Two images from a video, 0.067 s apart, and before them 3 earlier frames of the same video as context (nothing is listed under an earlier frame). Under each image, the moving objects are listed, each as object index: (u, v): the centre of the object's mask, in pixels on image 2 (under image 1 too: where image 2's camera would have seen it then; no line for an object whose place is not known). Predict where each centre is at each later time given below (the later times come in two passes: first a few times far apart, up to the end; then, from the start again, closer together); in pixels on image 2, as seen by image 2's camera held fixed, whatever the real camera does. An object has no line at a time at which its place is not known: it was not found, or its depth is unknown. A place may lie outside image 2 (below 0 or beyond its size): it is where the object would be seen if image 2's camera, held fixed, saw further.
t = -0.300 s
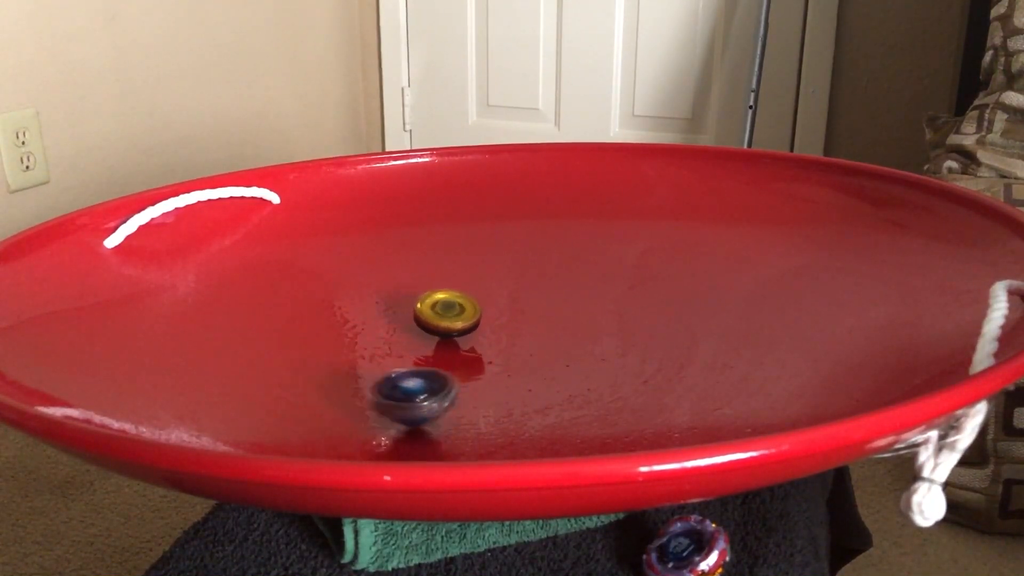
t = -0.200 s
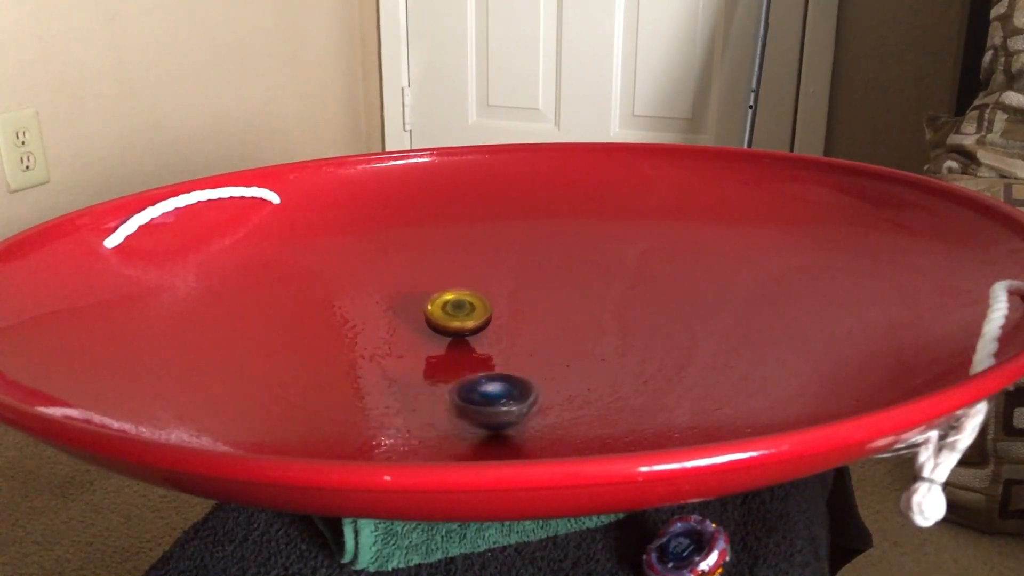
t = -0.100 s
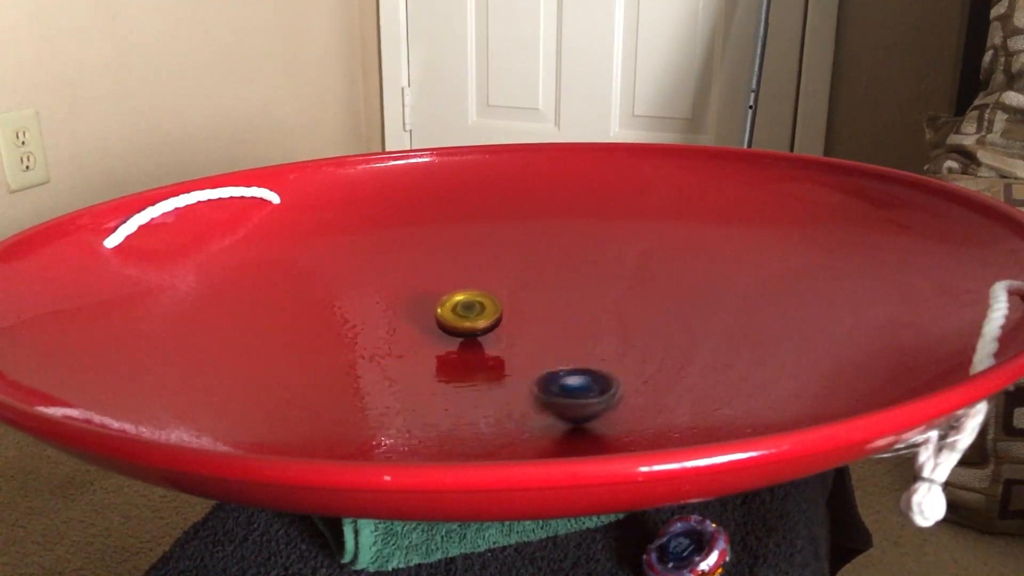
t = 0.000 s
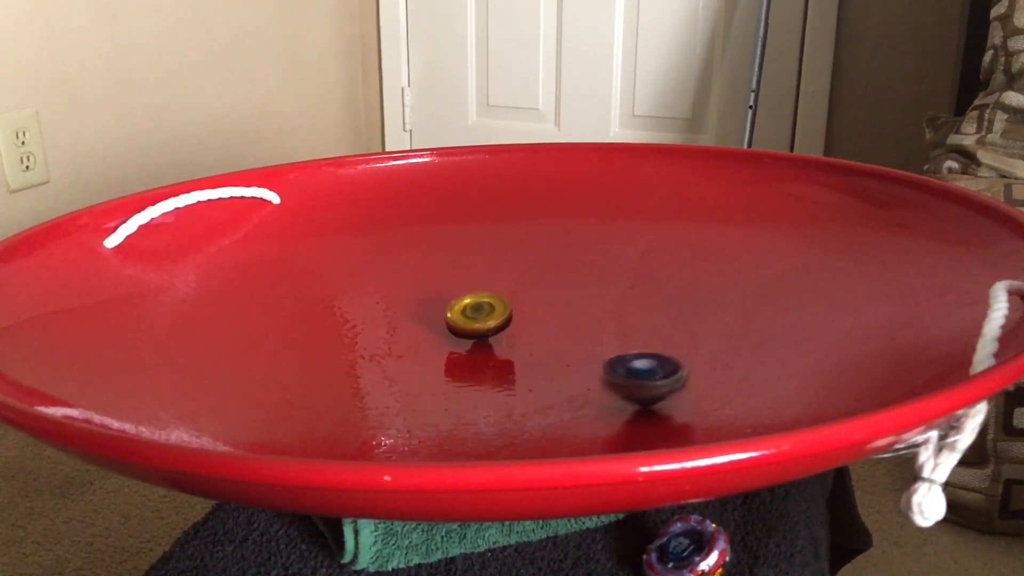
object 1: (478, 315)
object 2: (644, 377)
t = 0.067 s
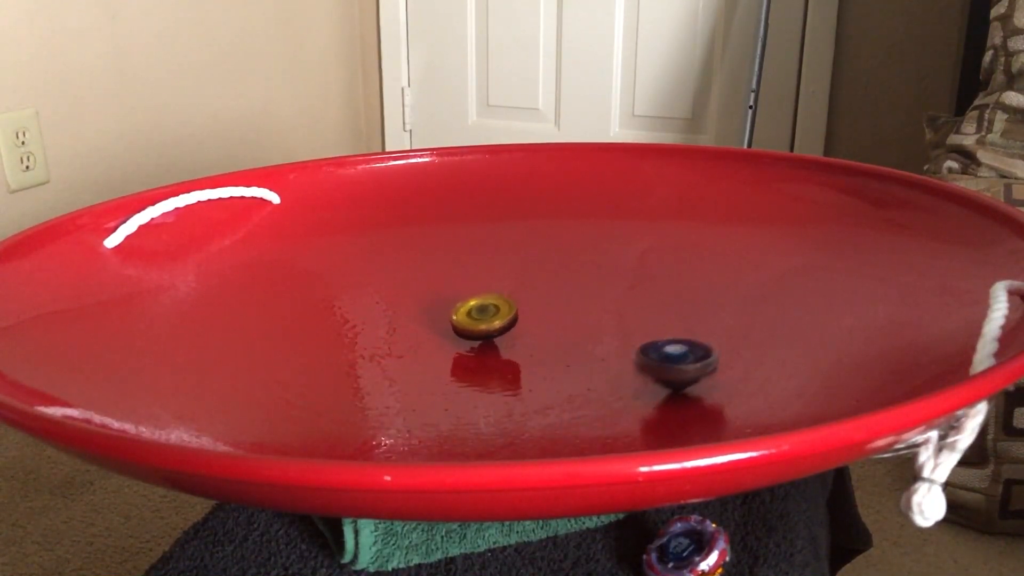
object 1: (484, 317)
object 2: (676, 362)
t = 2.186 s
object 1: (487, 318)
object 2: (626, 294)
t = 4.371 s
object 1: (489, 324)
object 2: (511, 270)
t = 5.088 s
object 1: (436, 335)
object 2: (239, 349)
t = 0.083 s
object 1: (485, 317)
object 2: (682, 358)
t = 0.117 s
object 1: (487, 318)
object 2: (691, 350)
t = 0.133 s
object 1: (489, 319)
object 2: (695, 346)
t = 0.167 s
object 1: (491, 320)
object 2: (699, 337)
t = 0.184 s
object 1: (492, 321)
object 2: (699, 333)
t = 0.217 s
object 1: (493, 322)
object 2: (699, 324)
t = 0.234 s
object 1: (494, 323)
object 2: (696, 320)
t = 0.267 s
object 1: (495, 324)
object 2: (691, 313)
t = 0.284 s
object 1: (496, 324)
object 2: (687, 309)
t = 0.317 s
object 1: (497, 326)
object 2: (677, 302)
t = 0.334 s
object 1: (497, 327)
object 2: (671, 299)
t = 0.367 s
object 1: (497, 328)
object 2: (658, 293)
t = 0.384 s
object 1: (497, 329)
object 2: (652, 290)
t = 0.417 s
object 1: (496, 330)
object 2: (637, 285)
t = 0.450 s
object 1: (496, 331)
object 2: (620, 280)
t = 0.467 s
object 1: (495, 332)
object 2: (611, 278)
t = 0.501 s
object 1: (494, 333)
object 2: (594, 275)
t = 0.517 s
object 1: (492, 334)
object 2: (584, 274)
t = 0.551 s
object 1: (490, 335)
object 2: (565, 271)
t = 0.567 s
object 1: (489, 336)
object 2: (556, 270)
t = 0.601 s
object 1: (486, 337)
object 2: (536, 268)
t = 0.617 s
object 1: (484, 337)
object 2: (527, 267)
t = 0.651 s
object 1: (482, 338)
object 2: (506, 266)
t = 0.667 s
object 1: (480, 339)
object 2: (496, 265)
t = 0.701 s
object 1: (476, 340)
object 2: (476, 265)
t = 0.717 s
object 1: (474, 340)
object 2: (466, 265)
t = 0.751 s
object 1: (470, 341)
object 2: (445, 265)
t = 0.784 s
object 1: (466, 341)
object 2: (425, 265)
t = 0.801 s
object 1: (464, 342)
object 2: (415, 266)
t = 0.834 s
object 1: (460, 342)
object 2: (396, 268)
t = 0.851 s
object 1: (457, 342)
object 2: (386, 268)
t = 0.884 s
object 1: (454, 342)
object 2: (367, 271)
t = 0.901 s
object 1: (451, 342)
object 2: (356, 272)
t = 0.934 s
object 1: (448, 342)
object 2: (337, 275)
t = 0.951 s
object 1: (446, 341)
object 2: (329, 276)
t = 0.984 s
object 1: (442, 341)
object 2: (311, 279)
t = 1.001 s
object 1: (441, 341)
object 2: (303, 281)
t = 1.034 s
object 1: (438, 340)
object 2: (286, 286)
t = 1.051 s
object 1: (436, 339)
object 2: (278, 288)
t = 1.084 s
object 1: (433, 338)
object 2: (264, 293)
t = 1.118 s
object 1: (431, 337)
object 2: (250, 298)
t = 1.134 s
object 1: (429, 336)
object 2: (244, 301)
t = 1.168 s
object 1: (428, 335)
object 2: (233, 308)
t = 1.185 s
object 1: (427, 334)
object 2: (229, 311)
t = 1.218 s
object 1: (425, 333)
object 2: (221, 318)
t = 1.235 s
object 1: (425, 332)
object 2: (218, 322)
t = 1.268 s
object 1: (424, 331)
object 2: (214, 329)
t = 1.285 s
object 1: (424, 330)
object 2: (214, 334)
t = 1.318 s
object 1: (423, 328)
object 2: (215, 342)
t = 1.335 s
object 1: (423, 328)
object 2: (216, 346)
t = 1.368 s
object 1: (423, 326)
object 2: (222, 354)
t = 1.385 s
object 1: (424, 326)
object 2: (227, 358)
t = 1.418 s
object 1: (424, 324)
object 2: (239, 366)
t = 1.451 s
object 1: (425, 323)
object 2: (255, 374)
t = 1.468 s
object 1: (426, 322)
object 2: (263, 378)
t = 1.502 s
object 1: (427, 321)
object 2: (284, 385)
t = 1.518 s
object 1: (428, 320)
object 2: (296, 387)
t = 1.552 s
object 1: (430, 319)
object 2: (322, 392)
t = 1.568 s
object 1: (431, 318)
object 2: (334, 395)
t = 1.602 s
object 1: (433, 317)
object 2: (363, 397)
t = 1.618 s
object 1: (435, 317)
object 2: (380, 398)
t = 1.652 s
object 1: (437, 316)
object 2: (409, 398)
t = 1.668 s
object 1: (439, 315)
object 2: (423, 398)
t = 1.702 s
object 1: (442, 315)
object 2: (452, 396)
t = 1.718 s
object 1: (443, 315)
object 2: (466, 394)
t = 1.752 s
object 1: (446, 314)
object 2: (494, 391)
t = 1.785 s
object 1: (450, 314)
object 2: (520, 386)
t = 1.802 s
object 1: (451, 314)
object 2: (532, 383)
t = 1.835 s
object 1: (454, 313)
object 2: (553, 377)
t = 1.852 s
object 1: (456, 313)
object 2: (564, 374)
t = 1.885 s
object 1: (460, 313)
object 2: (581, 367)
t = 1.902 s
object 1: (462, 313)
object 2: (589, 363)
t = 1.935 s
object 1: (465, 313)
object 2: (603, 355)
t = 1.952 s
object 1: (466, 313)
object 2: (608, 350)
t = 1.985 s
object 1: (470, 314)
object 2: (618, 342)
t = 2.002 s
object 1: (472, 314)
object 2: (622, 338)
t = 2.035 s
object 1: (475, 315)
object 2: (628, 330)
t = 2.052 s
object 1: (476, 315)
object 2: (630, 326)
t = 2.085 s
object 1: (479, 316)
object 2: (632, 317)
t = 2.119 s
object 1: (482, 316)
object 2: (632, 309)
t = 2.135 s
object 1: (483, 317)
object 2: (631, 305)
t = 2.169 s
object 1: (486, 318)
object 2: (628, 298)
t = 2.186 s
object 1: (487, 318)
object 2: (626, 294)
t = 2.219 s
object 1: (489, 319)
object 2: (620, 287)
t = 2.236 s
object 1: (490, 319)
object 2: (617, 284)
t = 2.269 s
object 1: (491, 321)
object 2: (609, 277)
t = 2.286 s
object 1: (492, 321)
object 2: (604, 274)
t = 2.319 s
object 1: (493, 322)
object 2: (594, 269)
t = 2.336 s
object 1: (494, 323)
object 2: (589, 266)
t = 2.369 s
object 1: (495, 325)
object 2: (577, 261)
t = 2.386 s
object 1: (495, 325)
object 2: (570, 259)
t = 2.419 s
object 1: (495, 327)
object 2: (556, 255)
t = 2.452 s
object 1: (496, 328)
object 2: (542, 251)
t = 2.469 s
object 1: (495, 329)
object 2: (534, 249)
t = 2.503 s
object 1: (495, 330)
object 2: (518, 247)
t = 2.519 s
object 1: (494, 330)
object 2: (509, 246)
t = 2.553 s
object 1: (492, 332)
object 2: (492, 245)
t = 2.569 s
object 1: (492, 332)
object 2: (484, 245)
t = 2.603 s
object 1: (489, 334)
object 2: (467, 245)
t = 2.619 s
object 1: (488, 334)
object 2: (458, 245)
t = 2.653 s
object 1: (486, 335)
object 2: (440, 246)
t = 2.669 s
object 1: (484, 336)
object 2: (431, 246)
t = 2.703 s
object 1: (481, 337)
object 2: (412, 248)
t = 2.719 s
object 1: (479, 337)
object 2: (404, 250)
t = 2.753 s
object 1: (476, 338)
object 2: (387, 253)
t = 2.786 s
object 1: (472, 339)
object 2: (371, 257)
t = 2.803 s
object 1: (470, 339)
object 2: (362, 259)
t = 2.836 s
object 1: (466, 339)
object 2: (346, 264)
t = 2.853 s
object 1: (464, 340)
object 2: (339, 267)
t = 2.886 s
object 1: (460, 340)
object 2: (326, 273)
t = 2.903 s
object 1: (458, 339)
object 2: (319, 276)
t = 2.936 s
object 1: (454, 340)
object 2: (307, 283)
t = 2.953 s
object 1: (452, 339)
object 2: (303, 286)
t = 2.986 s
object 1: (449, 339)
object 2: (295, 294)
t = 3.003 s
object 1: (447, 339)
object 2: (291, 297)
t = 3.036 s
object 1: (443, 338)
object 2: (285, 306)
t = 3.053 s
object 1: (442, 338)
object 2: (283, 310)
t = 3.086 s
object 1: (439, 337)
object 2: (281, 318)
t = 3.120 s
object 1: (436, 337)
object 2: (282, 327)
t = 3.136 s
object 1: (434, 336)
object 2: (283, 331)
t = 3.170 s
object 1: (432, 335)
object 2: (287, 340)
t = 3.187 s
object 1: (430, 334)
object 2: (290, 344)
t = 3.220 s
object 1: (428, 333)
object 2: (298, 352)
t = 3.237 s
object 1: (427, 333)
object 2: (303, 356)
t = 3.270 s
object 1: (426, 331)
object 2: (315, 364)
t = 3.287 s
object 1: (426, 331)
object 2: (321, 367)
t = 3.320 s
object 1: (425, 329)
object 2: (336, 374)
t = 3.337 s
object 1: (424, 328)
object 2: (345, 377)
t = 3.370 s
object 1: (424, 327)
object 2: (364, 383)
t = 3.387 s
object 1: (424, 327)
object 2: (374, 385)
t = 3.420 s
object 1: (424, 325)
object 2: (396, 389)
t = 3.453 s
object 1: (425, 324)
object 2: (419, 393)
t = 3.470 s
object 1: (425, 323)
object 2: (430, 395)
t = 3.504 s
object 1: (427, 322)
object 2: (455, 396)
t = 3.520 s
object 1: (428, 321)
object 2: (468, 397)
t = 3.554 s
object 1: (429, 320)
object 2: (495, 398)
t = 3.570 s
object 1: (430, 319)
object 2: (508, 397)
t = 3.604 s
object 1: (432, 318)
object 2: (533, 395)
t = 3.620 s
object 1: (434, 318)
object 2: (546, 394)
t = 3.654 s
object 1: (436, 317)
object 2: (570, 390)
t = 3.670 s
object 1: (437, 316)
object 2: (582, 388)
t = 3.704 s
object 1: (440, 315)
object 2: (604, 382)
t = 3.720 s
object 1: (441, 315)
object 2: (613, 380)
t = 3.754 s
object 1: (444, 314)
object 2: (631, 373)
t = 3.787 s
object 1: (447, 314)
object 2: (646, 367)
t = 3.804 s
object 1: (449, 314)
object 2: (653, 363)
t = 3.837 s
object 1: (452, 314)
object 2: (665, 355)
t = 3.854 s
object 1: (454, 313)
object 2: (669, 351)
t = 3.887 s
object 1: (457, 313)
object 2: (675, 344)
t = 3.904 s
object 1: (459, 313)
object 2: (677, 339)
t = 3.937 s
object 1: (462, 313)
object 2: (679, 332)
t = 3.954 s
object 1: (464, 313)
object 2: (678, 328)
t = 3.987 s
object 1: (467, 314)
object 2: (675, 320)
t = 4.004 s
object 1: (469, 314)
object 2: (672, 316)
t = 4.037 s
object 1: (472, 315)
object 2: (665, 309)
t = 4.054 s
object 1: (473, 315)
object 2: (660, 306)
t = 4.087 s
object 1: (476, 315)
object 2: (650, 300)
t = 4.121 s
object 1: (478, 316)
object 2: (637, 294)
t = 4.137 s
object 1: (479, 316)
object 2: (630, 291)
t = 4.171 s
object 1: (481, 317)
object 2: (616, 287)
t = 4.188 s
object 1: (482, 317)
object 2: (608, 285)
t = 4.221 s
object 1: (484, 318)
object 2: (592, 281)
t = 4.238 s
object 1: (485, 319)
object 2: (584, 279)
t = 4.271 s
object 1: (486, 320)
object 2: (567, 276)
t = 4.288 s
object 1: (487, 321)
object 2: (558, 275)
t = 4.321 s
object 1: (487, 322)
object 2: (540, 272)
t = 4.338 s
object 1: (488, 323)
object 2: (530, 271)
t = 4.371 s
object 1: (489, 324)
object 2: (511, 270)
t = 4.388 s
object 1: (489, 324)
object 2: (502, 269)
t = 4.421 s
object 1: (489, 325)
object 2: (483, 269)
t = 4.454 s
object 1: (488, 327)
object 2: (465, 268)
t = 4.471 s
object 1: (488, 328)
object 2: (455, 268)
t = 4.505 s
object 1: (487, 329)
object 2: (435, 268)
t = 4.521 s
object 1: (487, 330)
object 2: (427, 268)
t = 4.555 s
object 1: (485, 331)
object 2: (408, 270)
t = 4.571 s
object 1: (485, 331)
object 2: (398, 270)
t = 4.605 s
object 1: (483, 333)
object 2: (380, 272)
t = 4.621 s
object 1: (482, 333)
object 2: (372, 273)
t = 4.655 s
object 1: (479, 334)
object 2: (354, 275)
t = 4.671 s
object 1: (478, 334)
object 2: (344, 277)
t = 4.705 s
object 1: (475, 335)
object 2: (328, 280)
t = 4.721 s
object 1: (473, 336)
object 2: (320, 281)
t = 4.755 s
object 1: (470, 336)
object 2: (304, 285)
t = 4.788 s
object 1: (467, 337)
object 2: (289, 290)
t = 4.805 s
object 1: (465, 337)
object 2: (282, 292)
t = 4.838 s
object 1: (461, 338)
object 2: (269, 297)
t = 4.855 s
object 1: (459, 338)
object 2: (263, 300)
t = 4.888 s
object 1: (455, 338)
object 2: (253, 305)
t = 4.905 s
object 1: (454, 338)
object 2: (247, 309)
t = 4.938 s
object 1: (450, 338)
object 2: (240, 315)
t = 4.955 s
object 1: (448, 338)
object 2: (237, 319)
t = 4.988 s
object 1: (445, 338)
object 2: (233, 326)
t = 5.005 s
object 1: (443, 337)
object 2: (232, 330)
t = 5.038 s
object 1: (440, 337)
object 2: (233, 337)
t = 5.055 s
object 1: (438, 336)
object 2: (234, 341)
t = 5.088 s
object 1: (436, 335)
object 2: (239, 349)
